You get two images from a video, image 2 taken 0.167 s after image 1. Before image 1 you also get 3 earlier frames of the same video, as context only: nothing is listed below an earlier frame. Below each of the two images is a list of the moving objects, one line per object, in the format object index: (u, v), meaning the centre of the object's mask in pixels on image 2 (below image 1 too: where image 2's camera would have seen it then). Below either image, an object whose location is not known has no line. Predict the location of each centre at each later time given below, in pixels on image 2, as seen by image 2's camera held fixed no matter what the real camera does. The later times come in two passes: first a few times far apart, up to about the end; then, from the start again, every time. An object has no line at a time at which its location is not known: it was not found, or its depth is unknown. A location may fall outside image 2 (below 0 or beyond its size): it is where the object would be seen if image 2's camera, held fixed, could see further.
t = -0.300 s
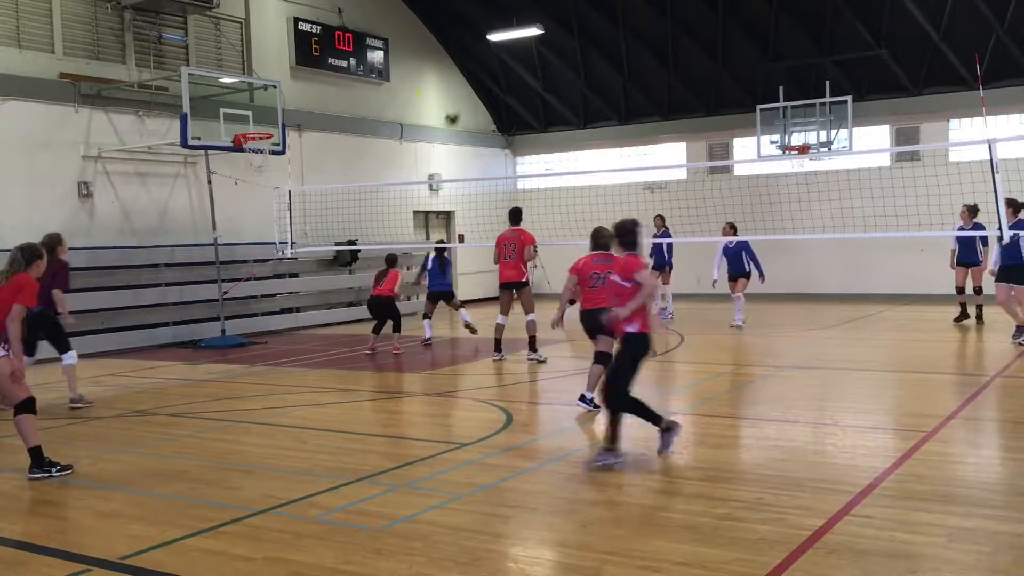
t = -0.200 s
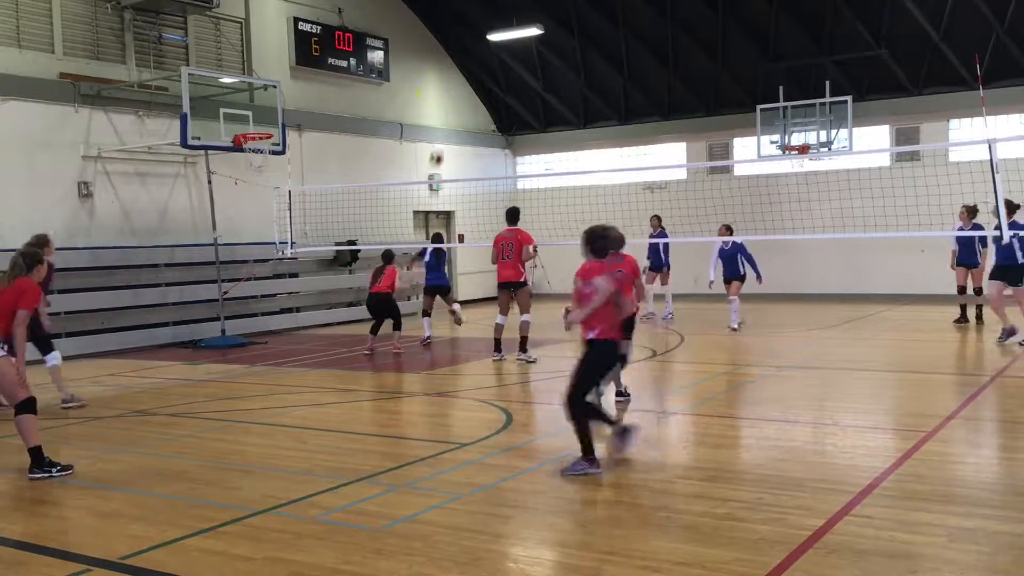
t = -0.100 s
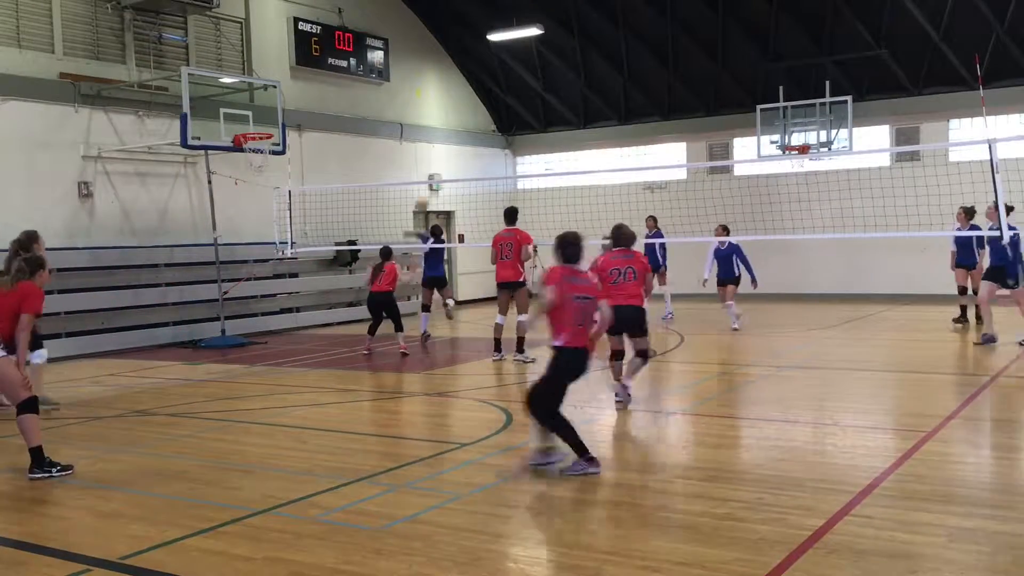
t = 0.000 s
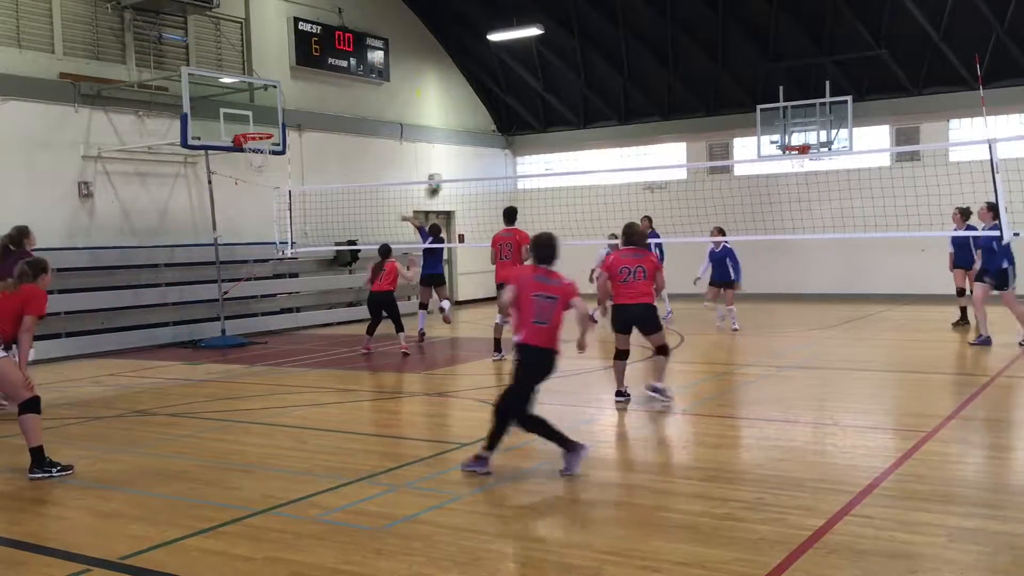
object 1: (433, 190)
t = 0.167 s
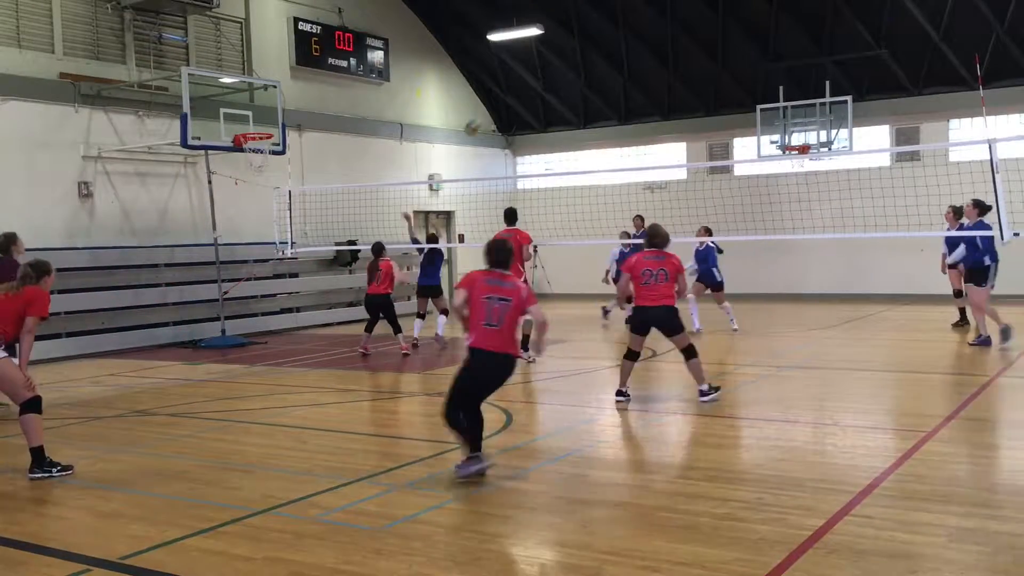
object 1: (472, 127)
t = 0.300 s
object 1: (504, 91)
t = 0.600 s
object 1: (576, 56)
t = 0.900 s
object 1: (649, 87)
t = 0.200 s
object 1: (480, 118)
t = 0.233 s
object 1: (488, 107)
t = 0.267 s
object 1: (497, 98)
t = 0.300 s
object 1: (504, 91)
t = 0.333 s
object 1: (512, 83)
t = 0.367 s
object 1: (520, 77)
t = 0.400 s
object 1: (527, 71)
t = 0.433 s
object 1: (535, 67)
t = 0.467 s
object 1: (543, 62)
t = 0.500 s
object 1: (551, 59)
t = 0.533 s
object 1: (560, 58)
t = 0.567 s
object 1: (568, 56)
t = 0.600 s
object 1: (576, 56)
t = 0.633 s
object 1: (584, 56)
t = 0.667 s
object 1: (592, 57)
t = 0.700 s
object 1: (600, 59)
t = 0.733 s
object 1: (608, 61)
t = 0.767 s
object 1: (615, 64)
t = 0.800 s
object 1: (624, 69)
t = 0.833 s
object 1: (633, 74)
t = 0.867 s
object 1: (641, 79)
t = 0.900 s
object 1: (649, 87)
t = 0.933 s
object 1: (657, 94)
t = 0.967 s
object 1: (665, 102)
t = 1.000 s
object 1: (673, 111)
